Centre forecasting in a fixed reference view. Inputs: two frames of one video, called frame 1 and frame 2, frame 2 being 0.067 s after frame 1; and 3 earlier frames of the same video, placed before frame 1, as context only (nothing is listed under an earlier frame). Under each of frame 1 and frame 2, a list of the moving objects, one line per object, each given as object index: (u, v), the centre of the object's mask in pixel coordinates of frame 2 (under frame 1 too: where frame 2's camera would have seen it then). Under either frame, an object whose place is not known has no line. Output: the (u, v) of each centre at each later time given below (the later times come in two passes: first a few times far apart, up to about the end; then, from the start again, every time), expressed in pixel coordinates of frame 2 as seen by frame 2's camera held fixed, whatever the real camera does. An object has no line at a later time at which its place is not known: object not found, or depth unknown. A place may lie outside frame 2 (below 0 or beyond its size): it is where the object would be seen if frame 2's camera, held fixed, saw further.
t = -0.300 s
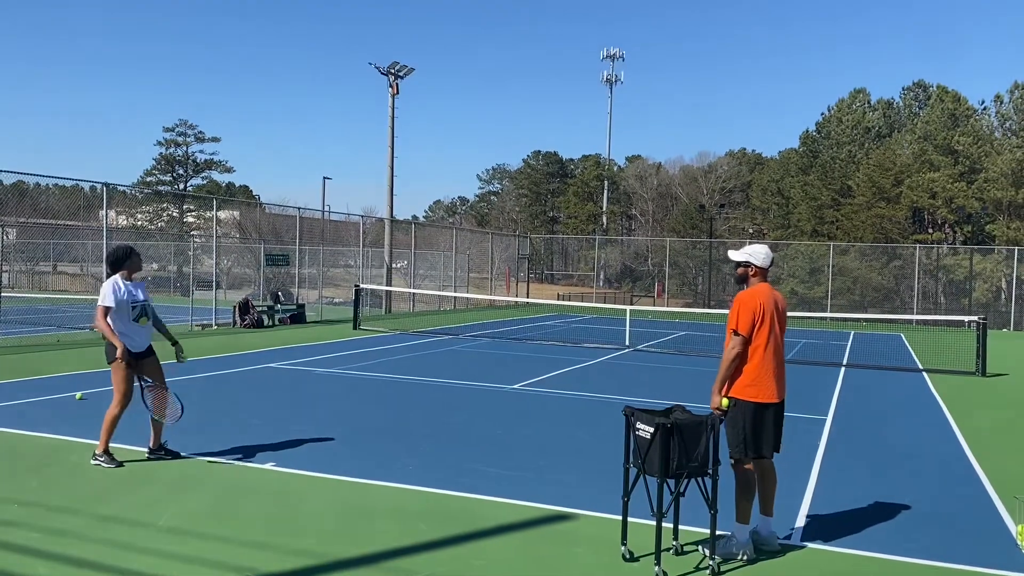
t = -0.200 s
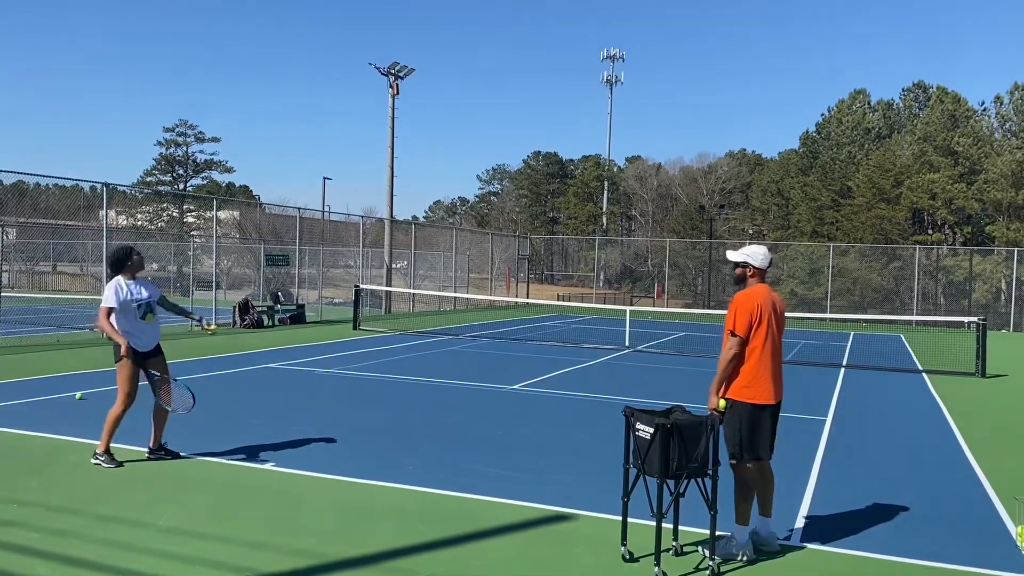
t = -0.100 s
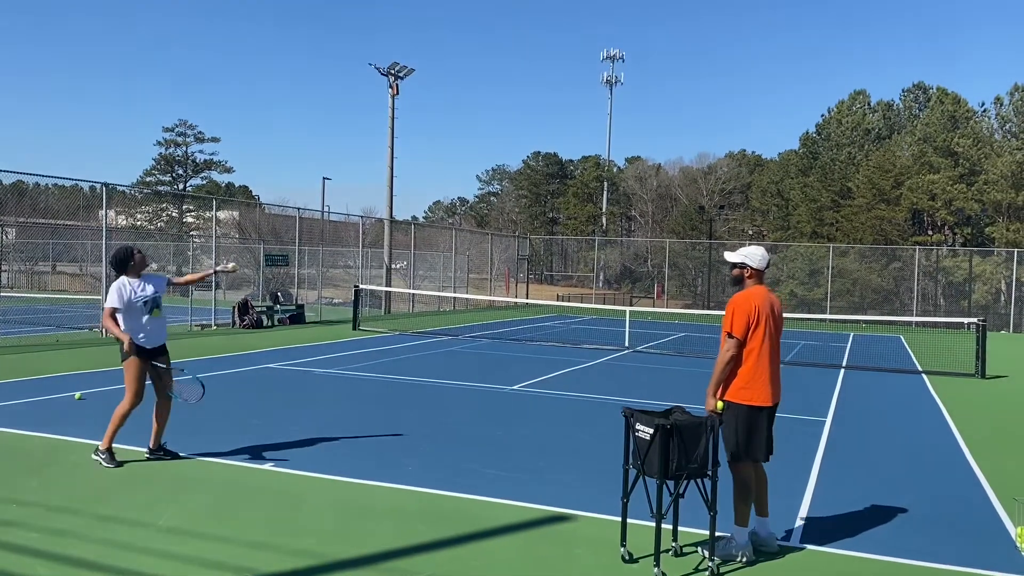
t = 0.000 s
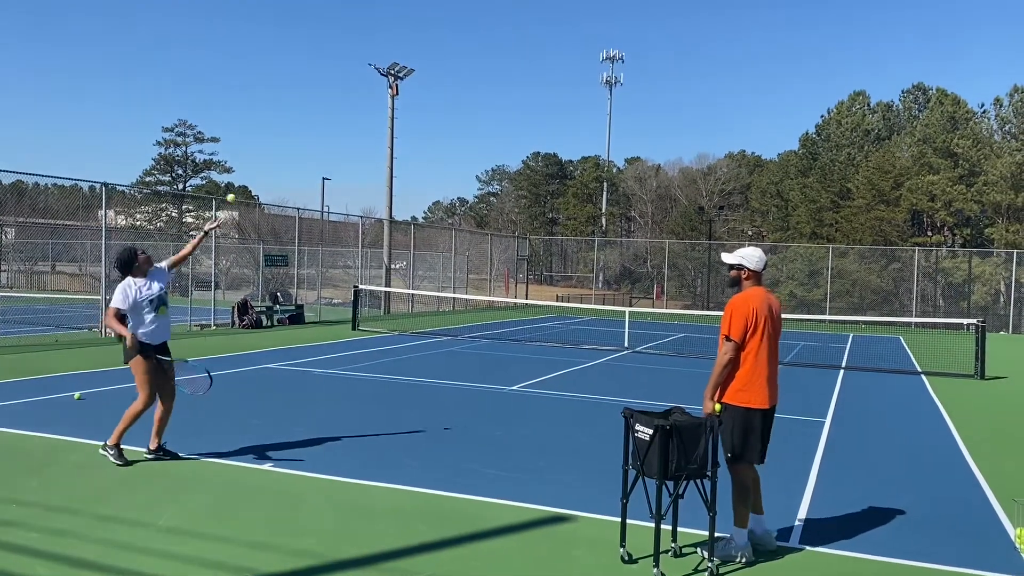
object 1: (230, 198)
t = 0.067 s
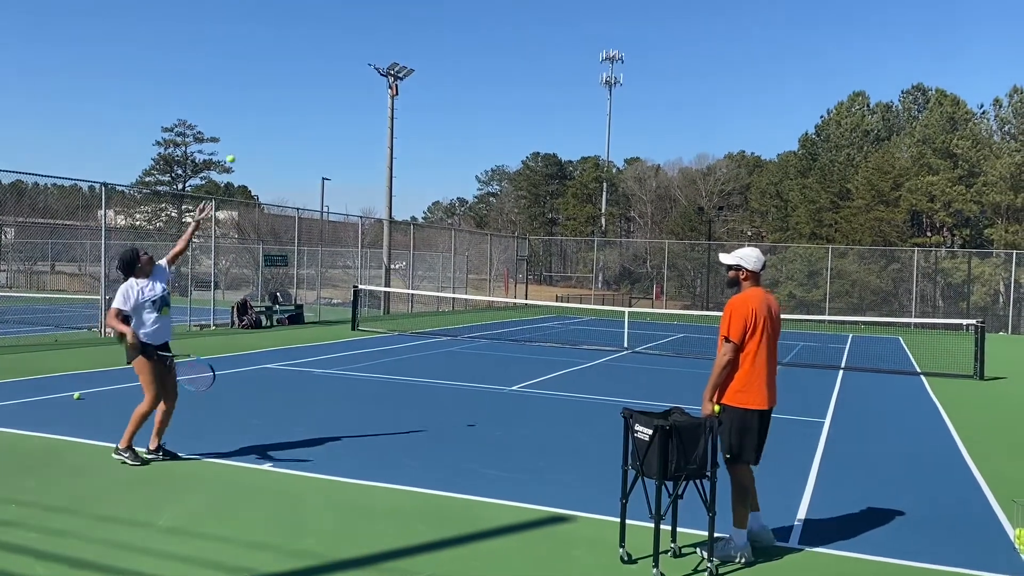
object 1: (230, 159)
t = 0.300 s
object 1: (228, 65)
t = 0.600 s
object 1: (224, 40)
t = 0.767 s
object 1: (221, 71)
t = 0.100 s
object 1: (230, 141)
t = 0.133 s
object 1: (230, 126)
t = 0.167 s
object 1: (229, 111)
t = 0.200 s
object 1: (229, 97)
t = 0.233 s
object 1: (229, 86)
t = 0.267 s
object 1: (229, 75)
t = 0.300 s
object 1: (228, 65)
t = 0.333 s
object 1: (228, 57)
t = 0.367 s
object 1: (228, 51)
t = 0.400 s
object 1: (227, 45)
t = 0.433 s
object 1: (227, 41)
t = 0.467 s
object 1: (226, 38)
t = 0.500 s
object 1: (226, 37)
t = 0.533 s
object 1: (225, 37)
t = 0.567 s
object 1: (225, 38)
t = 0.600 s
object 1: (224, 40)
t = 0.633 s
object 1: (223, 43)
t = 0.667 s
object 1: (223, 48)
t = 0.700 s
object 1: (222, 54)
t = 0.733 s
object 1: (221, 62)
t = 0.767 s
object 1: (221, 71)
